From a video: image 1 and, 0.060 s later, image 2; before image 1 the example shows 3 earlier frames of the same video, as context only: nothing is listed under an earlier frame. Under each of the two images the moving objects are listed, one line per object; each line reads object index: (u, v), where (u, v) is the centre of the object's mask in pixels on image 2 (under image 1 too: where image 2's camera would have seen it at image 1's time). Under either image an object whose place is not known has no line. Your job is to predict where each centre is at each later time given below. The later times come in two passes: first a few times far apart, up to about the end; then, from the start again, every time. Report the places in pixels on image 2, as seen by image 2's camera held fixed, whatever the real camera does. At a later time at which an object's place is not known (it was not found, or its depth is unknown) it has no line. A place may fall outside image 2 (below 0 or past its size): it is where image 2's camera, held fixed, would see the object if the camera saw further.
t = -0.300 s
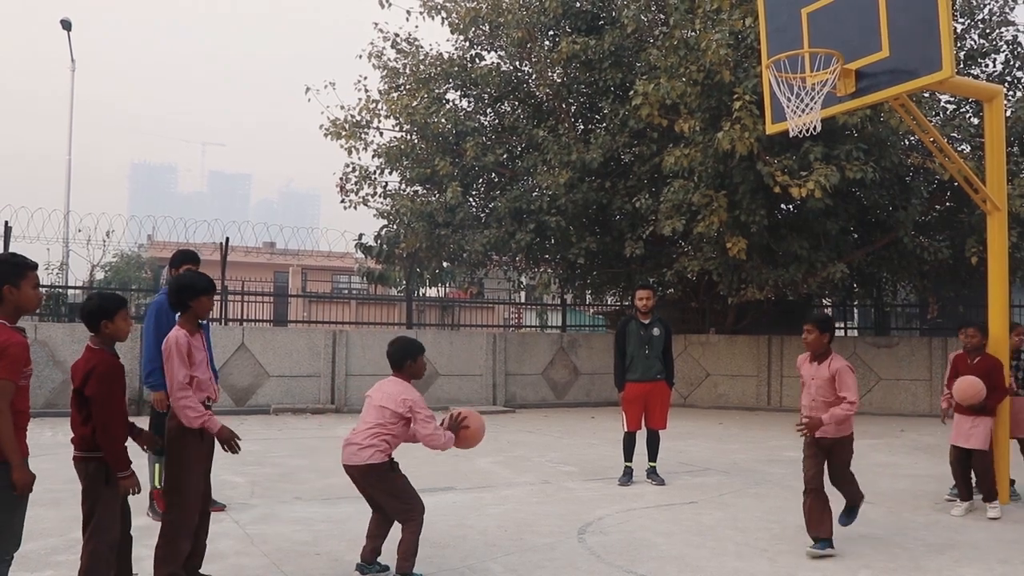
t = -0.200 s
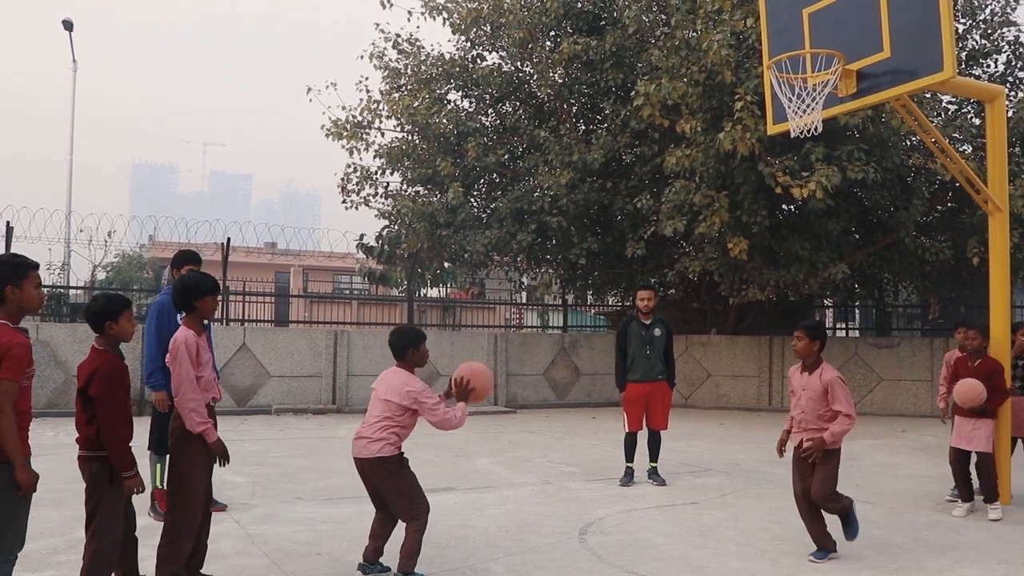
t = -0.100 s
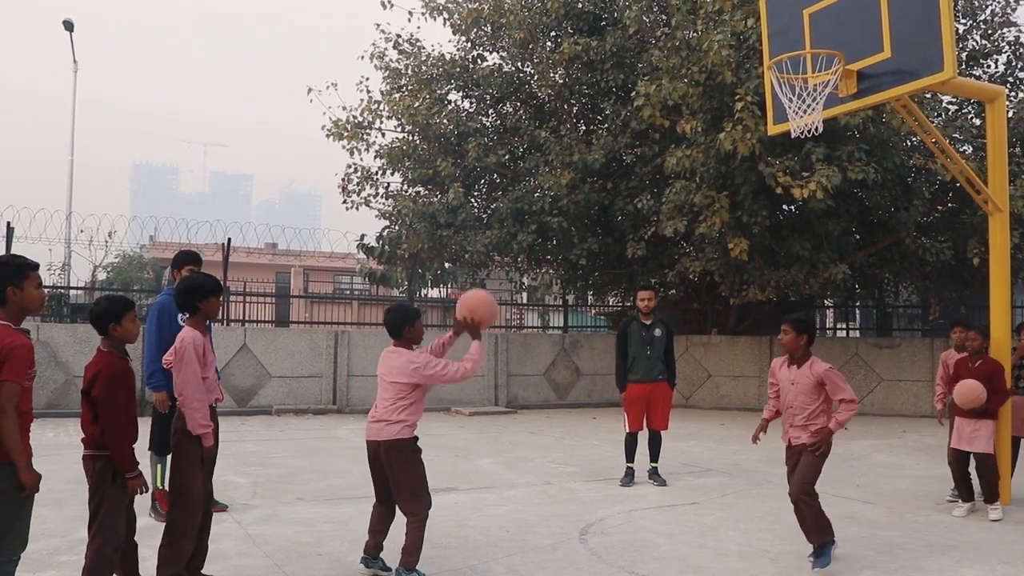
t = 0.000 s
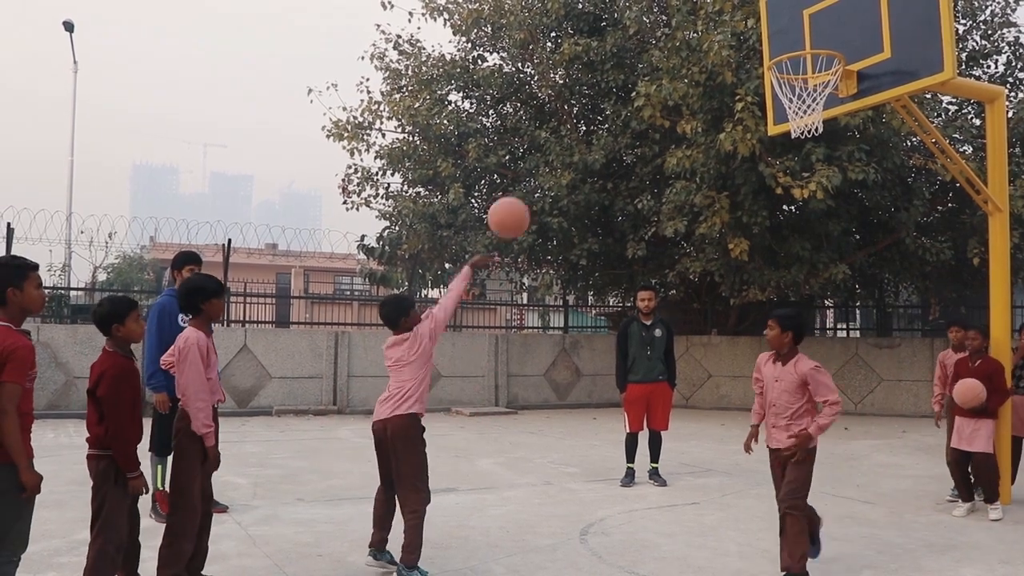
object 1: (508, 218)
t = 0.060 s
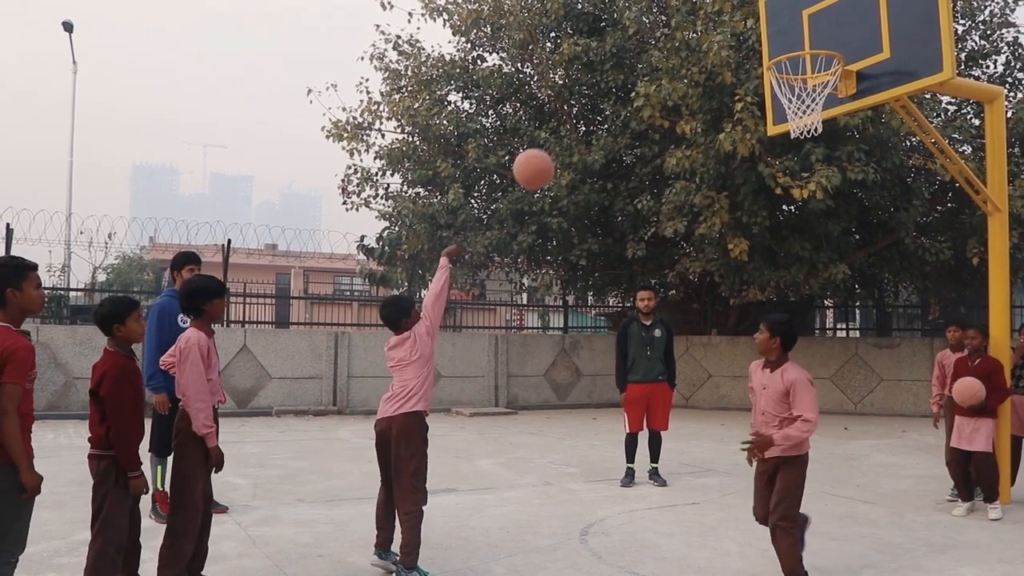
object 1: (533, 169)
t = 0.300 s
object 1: (622, 50)
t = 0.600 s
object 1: (715, 46)
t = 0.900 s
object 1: (795, 172)
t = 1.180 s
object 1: (859, 391)
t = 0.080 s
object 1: (541, 154)
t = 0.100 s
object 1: (549, 141)
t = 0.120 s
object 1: (557, 128)
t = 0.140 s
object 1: (565, 116)
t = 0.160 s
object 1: (572, 105)
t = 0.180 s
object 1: (580, 95)
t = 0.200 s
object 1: (587, 85)
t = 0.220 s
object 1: (594, 77)
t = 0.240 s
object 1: (601, 69)
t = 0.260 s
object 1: (608, 62)
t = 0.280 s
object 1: (615, 56)
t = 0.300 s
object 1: (622, 50)
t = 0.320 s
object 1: (628, 45)
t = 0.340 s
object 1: (635, 41)
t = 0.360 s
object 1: (641, 38)
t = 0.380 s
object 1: (648, 35)
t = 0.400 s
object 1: (654, 33)
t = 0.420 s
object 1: (660, 31)
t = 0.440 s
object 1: (666, 30)
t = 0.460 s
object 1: (672, 30)
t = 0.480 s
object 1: (678, 31)
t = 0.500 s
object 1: (684, 32)
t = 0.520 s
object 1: (690, 33)
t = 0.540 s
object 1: (697, 35)
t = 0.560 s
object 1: (702, 38)
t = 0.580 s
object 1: (708, 41)
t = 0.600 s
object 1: (715, 46)
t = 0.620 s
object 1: (720, 51)
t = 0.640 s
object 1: (725, 55)
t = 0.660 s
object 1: (731, 61)
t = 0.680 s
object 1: (737, 68)
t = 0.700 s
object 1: (743, 75)
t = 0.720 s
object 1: (747, 82)
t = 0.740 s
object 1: (754, 90)
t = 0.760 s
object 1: (758, 98)
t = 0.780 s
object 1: (764, 108)
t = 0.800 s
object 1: (770, 117)
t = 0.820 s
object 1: (774, 127)
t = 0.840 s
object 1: (780, 138)
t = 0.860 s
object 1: (786, 149)
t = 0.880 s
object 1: (791, 160)
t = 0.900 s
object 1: (795, 172)
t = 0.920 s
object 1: (800, 185)
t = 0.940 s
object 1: (806, 198)
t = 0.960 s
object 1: (810, 212)
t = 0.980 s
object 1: (815, 225)
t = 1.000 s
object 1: (820, 240)
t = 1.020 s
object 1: (824, 255)
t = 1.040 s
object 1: (829, 270)
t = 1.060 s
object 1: (834, 286)
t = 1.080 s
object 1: (838, 303)
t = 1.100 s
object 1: (843, 319)
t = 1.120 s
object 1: (847, 336)
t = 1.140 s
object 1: (851, 354)
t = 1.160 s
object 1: (855, 372)
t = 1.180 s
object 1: (859, 391)
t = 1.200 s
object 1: (864, 410)
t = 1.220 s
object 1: (867, 429)
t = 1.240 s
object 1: (872, 450)
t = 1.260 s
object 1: (875, 469)
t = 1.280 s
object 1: (878, 489)
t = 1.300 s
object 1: (881, 506)
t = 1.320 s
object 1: (884, 491)
